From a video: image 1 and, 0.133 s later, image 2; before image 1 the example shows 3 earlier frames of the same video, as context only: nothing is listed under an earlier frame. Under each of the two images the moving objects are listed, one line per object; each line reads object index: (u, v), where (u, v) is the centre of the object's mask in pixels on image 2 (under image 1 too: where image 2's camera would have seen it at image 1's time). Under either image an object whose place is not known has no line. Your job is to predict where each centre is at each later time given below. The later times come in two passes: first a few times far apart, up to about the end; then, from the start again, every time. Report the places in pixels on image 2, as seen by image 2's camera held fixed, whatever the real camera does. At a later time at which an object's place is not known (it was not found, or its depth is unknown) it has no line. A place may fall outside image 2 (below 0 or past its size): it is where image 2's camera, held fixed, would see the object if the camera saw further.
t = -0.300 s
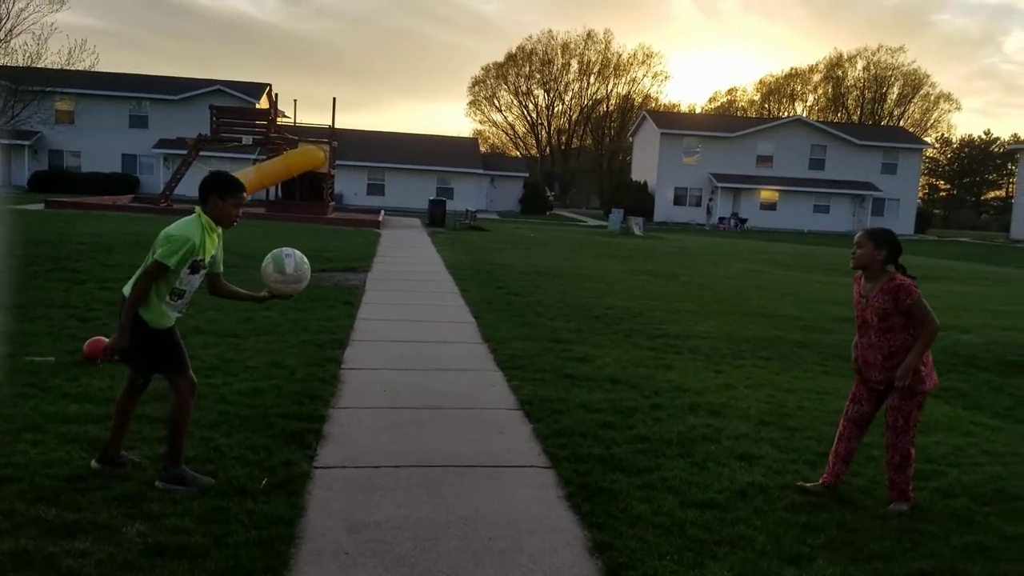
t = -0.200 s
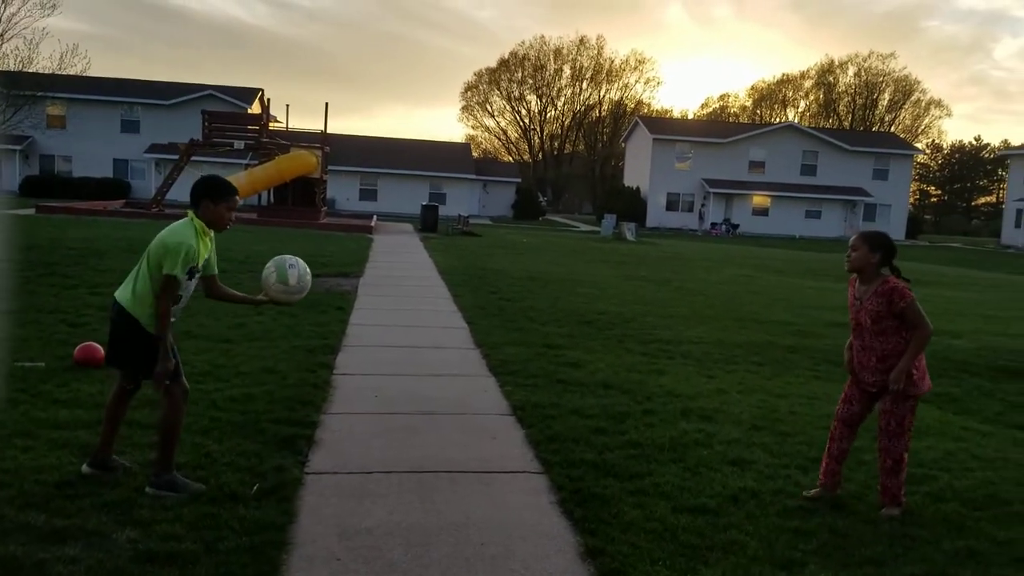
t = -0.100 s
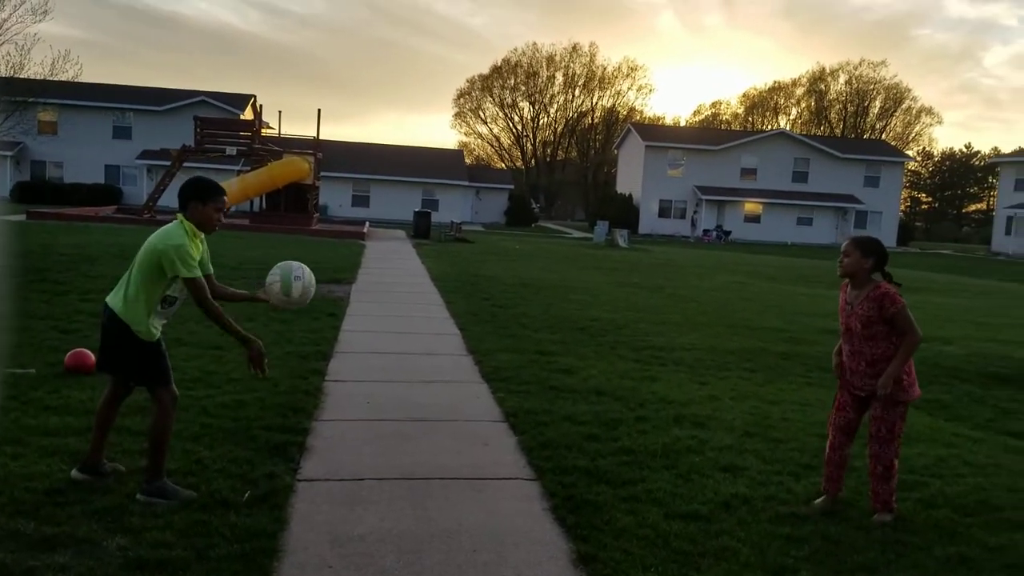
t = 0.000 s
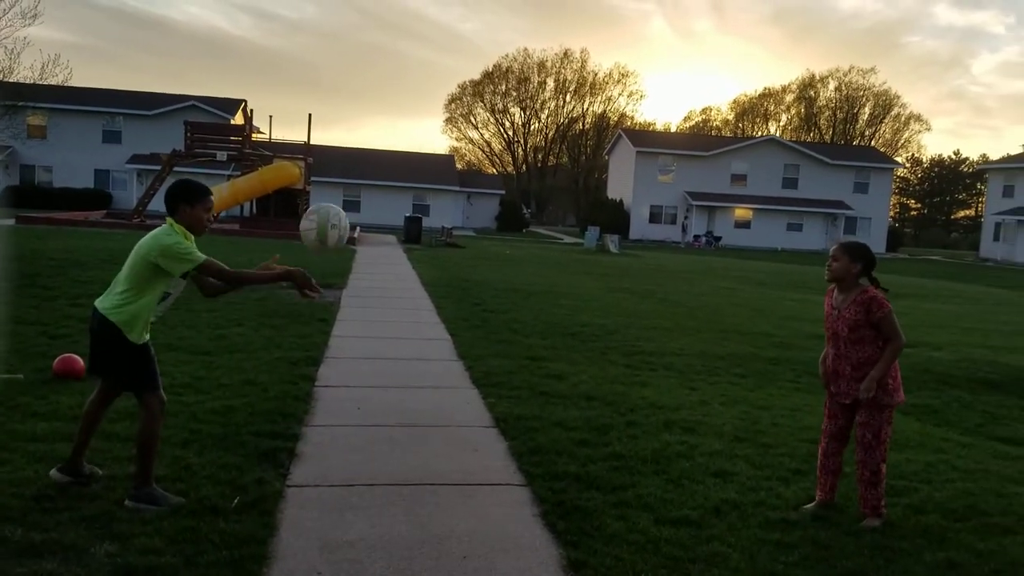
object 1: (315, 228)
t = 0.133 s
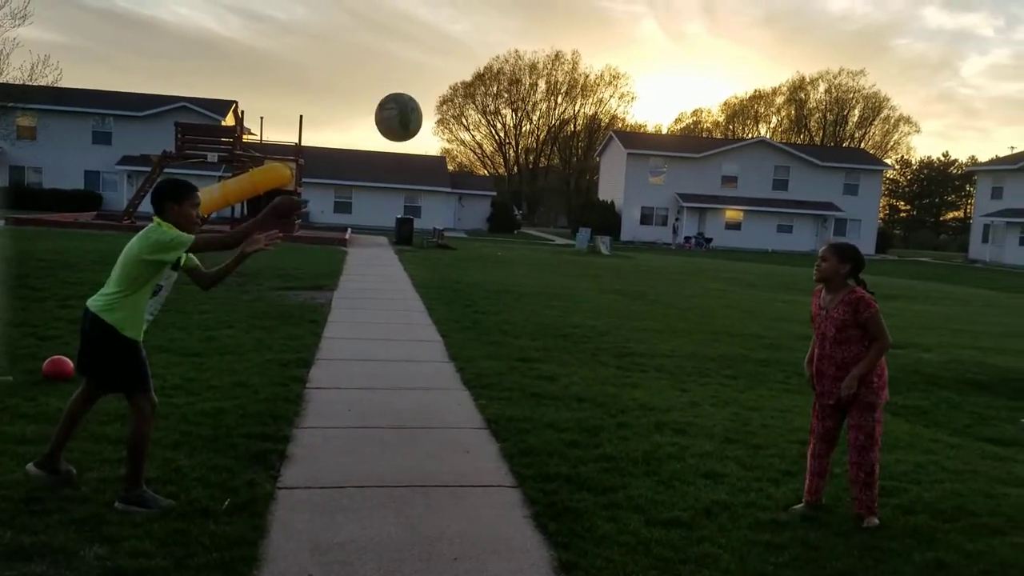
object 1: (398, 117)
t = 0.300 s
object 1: (489, 43)
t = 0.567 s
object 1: (607, 54)
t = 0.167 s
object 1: (417, 97)
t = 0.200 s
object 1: (436, 79)
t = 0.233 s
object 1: (454, 65)
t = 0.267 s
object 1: (472, 53)
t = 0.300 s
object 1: (489, 43)
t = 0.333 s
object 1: (505, 36)
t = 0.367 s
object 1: (521, 32)
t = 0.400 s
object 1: (537, 30)
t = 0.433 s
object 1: (552, 30)
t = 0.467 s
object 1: (566, 33)
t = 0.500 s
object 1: (580, 38)
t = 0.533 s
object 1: (594, 45)
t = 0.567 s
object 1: (607, 54)
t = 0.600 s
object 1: (620, 65)
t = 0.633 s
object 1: (632, 78)
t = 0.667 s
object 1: (644, 93)
